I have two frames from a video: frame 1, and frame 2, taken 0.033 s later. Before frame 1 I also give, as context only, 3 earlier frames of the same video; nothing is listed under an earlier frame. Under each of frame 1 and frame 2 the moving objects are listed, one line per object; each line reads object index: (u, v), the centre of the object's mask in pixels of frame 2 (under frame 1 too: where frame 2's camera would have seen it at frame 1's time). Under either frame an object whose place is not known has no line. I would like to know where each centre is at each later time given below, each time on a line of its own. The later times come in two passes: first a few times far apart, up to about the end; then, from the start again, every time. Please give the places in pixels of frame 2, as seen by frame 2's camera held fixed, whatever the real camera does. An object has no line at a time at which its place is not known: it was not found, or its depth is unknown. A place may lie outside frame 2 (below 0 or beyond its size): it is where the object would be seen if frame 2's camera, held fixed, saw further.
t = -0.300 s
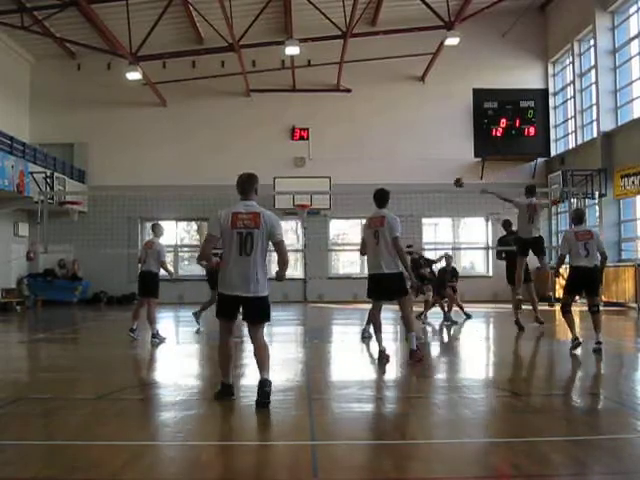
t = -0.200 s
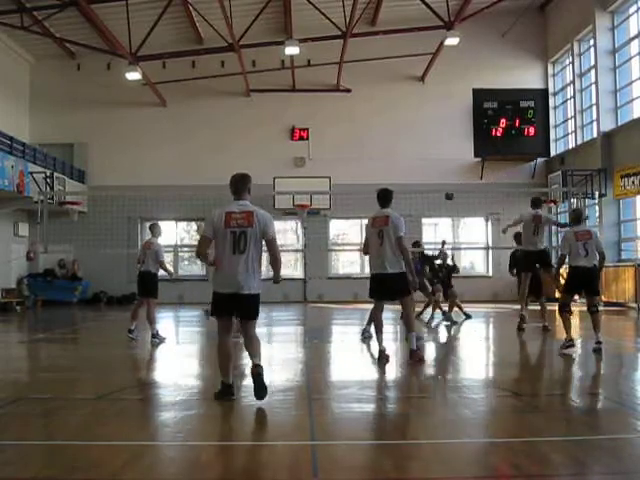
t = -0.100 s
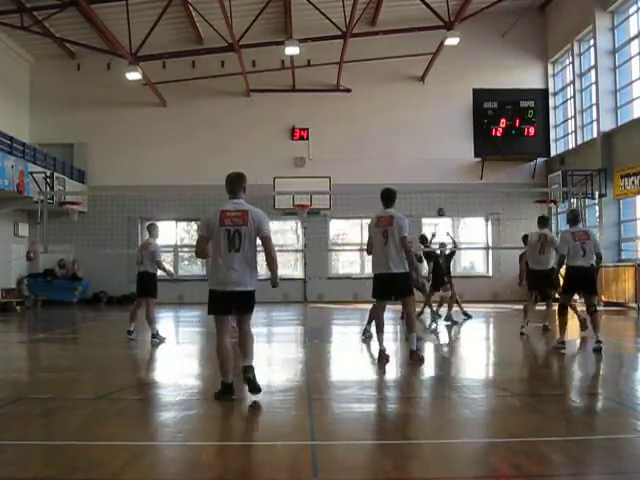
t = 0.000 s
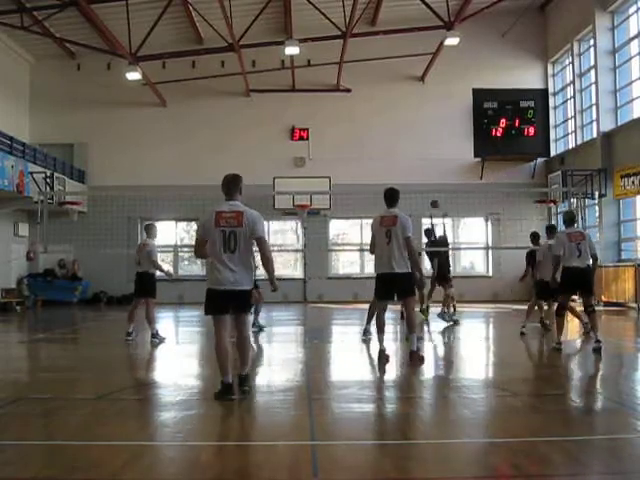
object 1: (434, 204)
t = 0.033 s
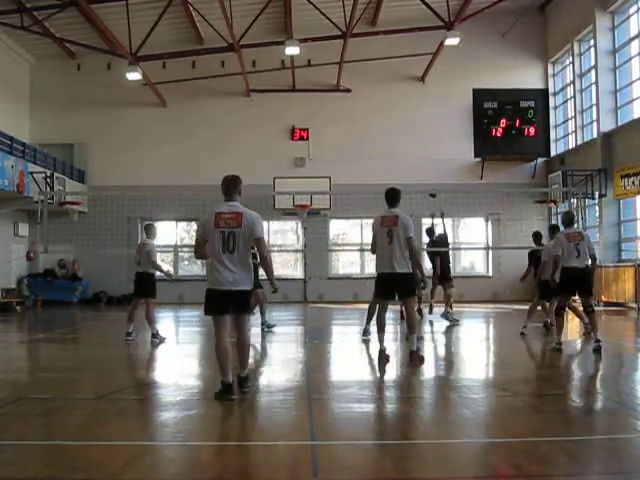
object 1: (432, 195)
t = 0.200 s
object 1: (424, 146)
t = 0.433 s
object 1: (411, 103)
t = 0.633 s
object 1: (401, 86)
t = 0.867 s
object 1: (390, 88)
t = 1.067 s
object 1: (380, 107)
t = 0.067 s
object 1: (431, 183)
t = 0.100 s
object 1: (429, 173)
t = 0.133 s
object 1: (427, 163)
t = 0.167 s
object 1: (425, 155)
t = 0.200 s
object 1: (424, 146)
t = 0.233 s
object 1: (422, 139)
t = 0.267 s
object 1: (420, 132)
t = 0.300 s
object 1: (418, 125)
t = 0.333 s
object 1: (416, 119)
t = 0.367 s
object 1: (415, 113)
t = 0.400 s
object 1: (413, 108)
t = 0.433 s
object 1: (411, 103)
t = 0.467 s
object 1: (409, 99)
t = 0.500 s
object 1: (408, 96)
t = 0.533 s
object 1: (406, 93)
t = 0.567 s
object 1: (404, 90)
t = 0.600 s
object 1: (402, 88)
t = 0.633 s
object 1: (401, 86)
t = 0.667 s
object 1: (400, 85)
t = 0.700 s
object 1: (398, 84)
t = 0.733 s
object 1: (396, 84)
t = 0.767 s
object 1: (395, 84)
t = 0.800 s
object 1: (393, 85)
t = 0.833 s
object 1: (391, 86)
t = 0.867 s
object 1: (390, 88)
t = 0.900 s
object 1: (388, 90)
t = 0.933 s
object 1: (386, 92)
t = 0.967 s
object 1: (385, 95)
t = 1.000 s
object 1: (384, 99)
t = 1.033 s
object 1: (382, 103)
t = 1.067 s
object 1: (380, 107)
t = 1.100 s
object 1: (379, 113)
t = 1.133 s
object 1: (377, 118)
